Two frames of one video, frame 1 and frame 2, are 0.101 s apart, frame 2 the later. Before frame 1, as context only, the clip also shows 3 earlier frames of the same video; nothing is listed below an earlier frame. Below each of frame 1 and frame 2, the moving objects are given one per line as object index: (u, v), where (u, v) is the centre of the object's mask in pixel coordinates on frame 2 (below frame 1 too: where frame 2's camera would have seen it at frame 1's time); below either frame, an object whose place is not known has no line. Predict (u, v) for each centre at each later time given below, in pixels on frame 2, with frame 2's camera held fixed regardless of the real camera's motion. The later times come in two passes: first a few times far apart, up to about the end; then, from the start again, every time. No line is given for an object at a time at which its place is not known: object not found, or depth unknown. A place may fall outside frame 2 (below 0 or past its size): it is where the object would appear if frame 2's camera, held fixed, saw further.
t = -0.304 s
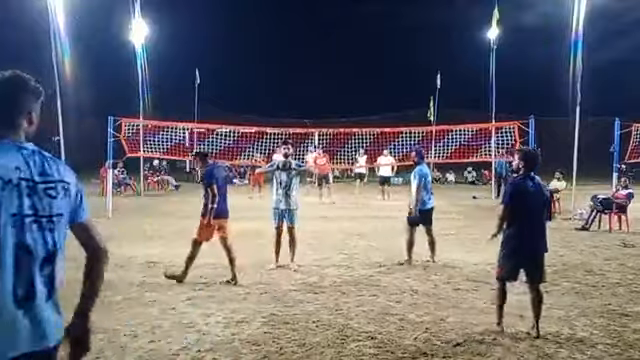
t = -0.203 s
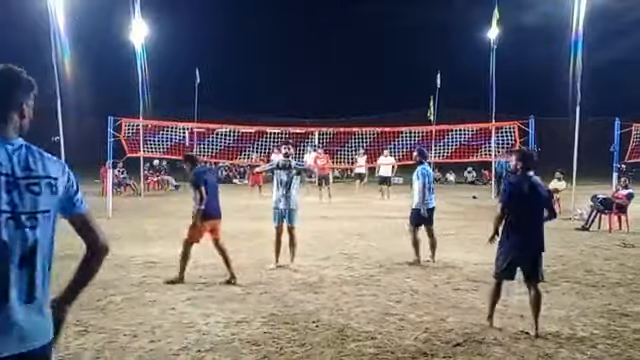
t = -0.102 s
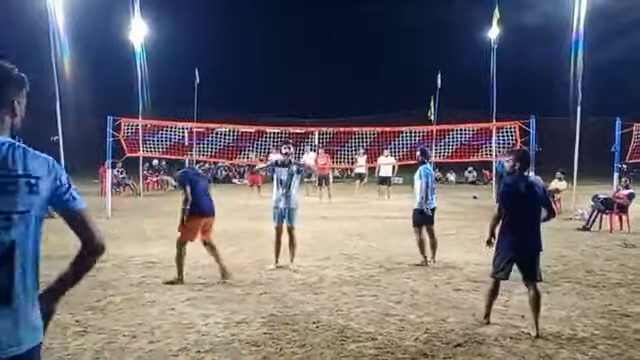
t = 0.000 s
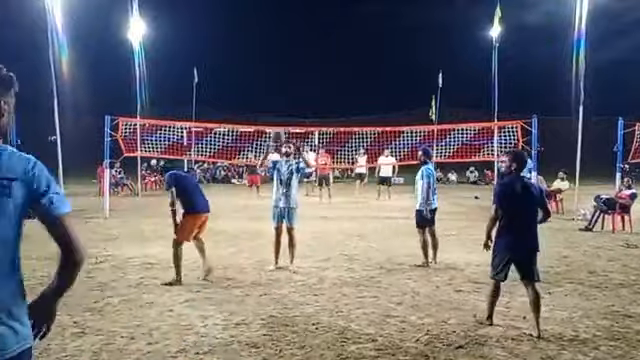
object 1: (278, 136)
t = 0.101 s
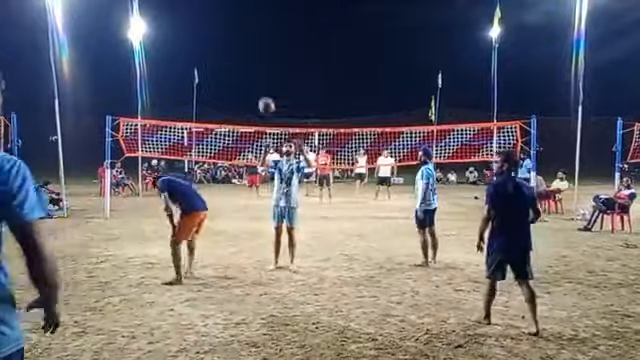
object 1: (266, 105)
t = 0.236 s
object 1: (249, 75)
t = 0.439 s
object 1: (215, 50)
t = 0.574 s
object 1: (183, 55)
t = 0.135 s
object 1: (263, 97)
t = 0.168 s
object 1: (258, 89)
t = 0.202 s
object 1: (254, 81)
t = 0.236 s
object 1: (249, 75)
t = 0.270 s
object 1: (245, 69)
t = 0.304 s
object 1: (239, 63)
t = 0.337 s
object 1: (234, 59)
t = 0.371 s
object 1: (228, 55)
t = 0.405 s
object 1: (222, 52)
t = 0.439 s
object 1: (215, 50)
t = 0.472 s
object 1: (208, 49)
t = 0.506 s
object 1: (200, 49)
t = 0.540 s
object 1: (192, 51)
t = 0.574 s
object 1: (183, 55)
